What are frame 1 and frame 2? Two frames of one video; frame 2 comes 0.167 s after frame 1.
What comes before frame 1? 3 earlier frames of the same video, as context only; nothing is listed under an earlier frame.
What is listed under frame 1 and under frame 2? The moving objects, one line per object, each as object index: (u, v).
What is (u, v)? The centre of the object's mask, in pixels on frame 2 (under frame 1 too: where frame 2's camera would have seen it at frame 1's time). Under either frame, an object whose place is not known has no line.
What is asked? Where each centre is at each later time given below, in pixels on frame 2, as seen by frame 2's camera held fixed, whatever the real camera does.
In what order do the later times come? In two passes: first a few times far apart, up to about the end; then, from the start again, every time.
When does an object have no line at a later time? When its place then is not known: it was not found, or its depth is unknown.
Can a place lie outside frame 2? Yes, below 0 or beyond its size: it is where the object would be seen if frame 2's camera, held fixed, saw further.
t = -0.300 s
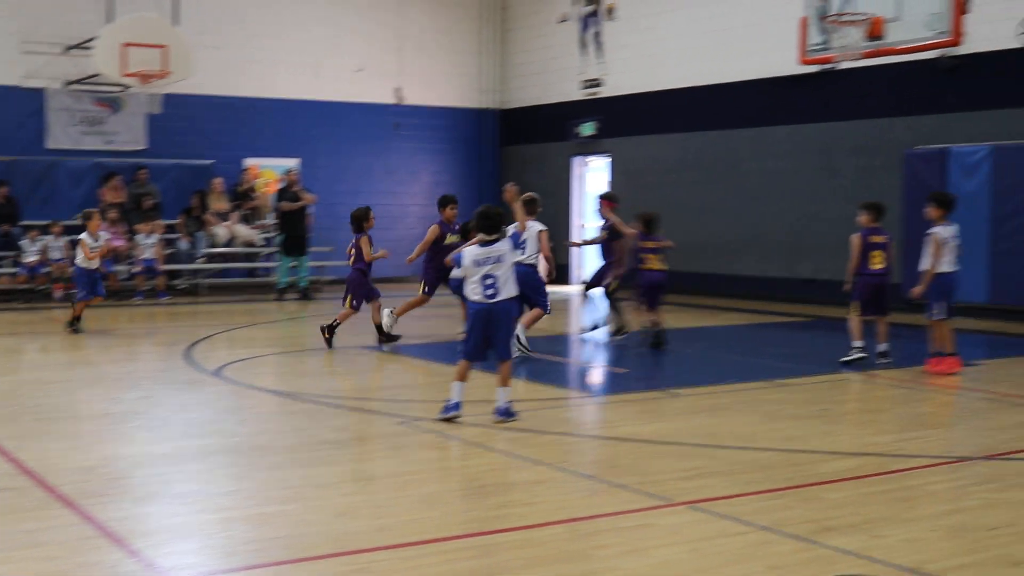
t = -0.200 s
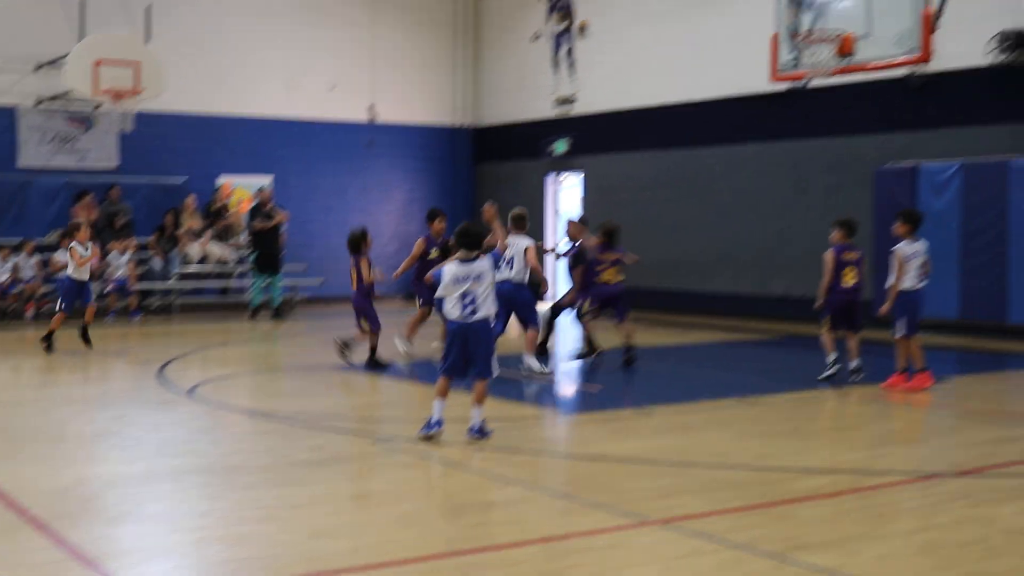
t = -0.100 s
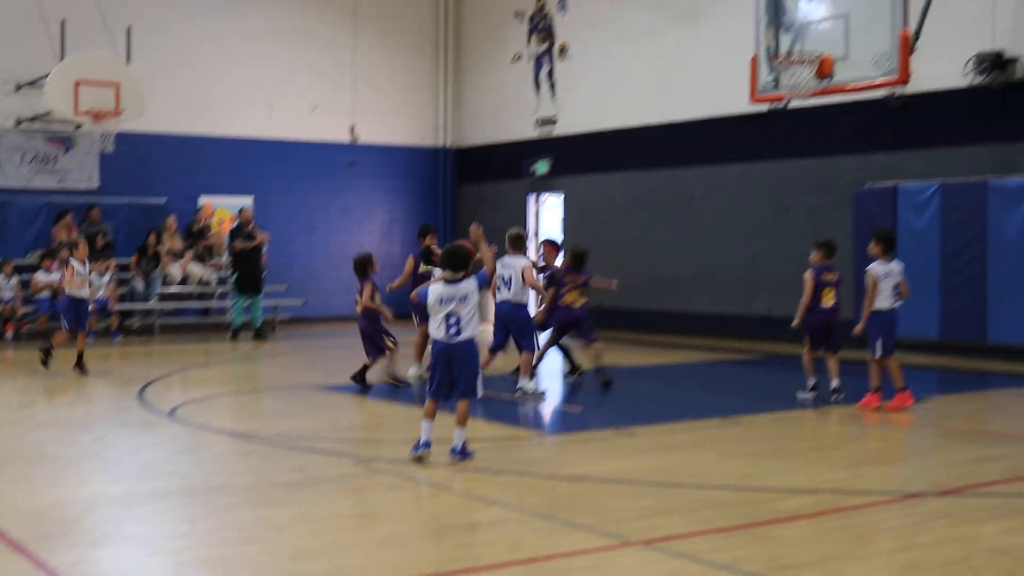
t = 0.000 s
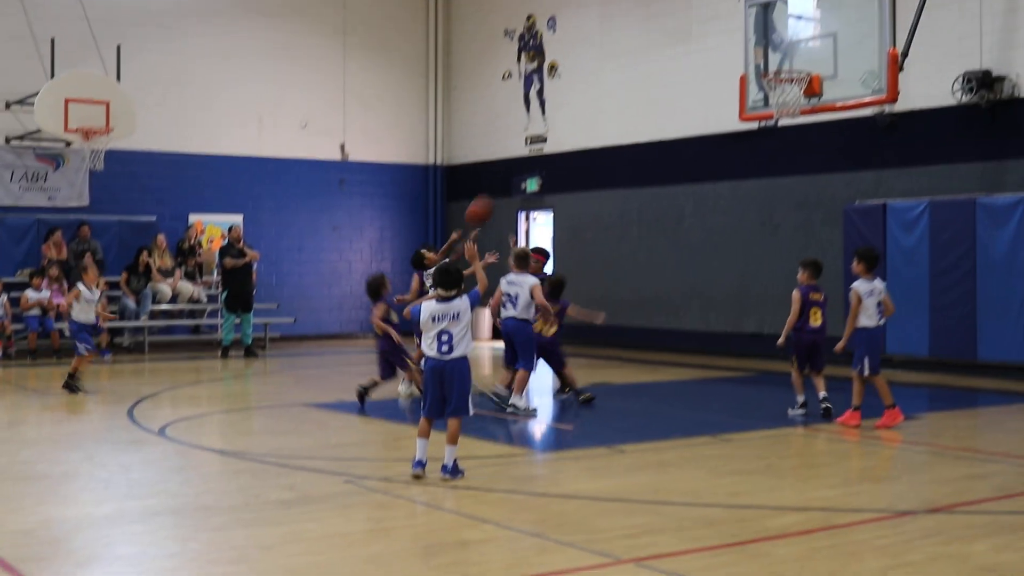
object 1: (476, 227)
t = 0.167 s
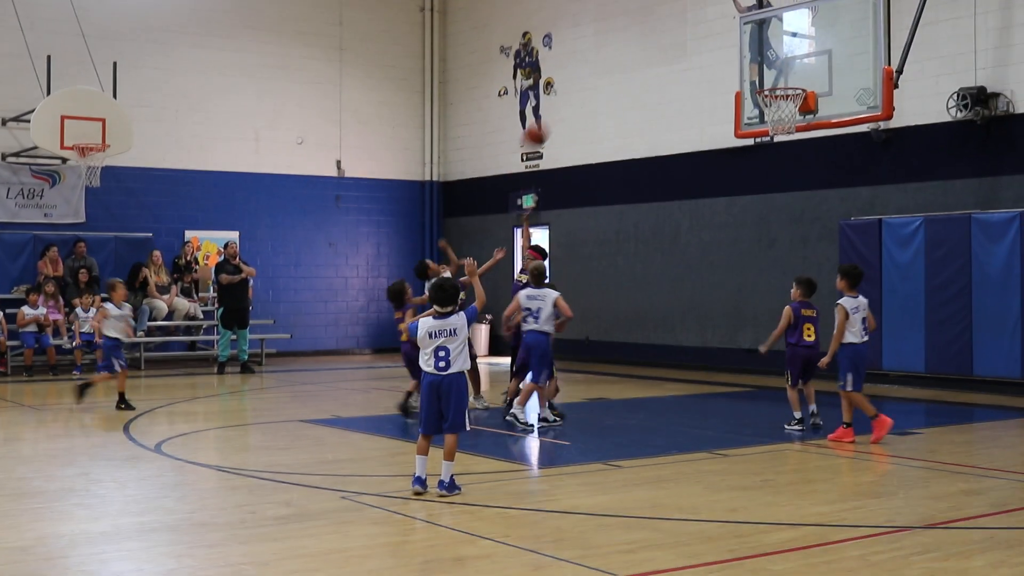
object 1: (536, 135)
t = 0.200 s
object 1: (548, 120)
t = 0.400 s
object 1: (616, 58)
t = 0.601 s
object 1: (683, 38)
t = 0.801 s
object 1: (748, 55)
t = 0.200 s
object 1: (548, 120)
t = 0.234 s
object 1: (559, 106)
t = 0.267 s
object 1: (571, 94)
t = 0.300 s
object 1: (582, 83)
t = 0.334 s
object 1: (594, 74)
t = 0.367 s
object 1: (605, 66)
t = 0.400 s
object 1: (616, 58)
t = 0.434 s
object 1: (628, 52)
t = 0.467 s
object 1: (639, 47)
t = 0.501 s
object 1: (650, 43)
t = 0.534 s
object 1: (661, 40)
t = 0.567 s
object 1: (672, 38)
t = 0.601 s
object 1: (683, 38)
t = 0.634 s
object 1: (694, 38)
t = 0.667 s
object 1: (705, 40)
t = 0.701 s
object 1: (716, 42)
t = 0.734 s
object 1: (727, 46)
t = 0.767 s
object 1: (737, 49)
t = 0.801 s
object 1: (748, 55)
